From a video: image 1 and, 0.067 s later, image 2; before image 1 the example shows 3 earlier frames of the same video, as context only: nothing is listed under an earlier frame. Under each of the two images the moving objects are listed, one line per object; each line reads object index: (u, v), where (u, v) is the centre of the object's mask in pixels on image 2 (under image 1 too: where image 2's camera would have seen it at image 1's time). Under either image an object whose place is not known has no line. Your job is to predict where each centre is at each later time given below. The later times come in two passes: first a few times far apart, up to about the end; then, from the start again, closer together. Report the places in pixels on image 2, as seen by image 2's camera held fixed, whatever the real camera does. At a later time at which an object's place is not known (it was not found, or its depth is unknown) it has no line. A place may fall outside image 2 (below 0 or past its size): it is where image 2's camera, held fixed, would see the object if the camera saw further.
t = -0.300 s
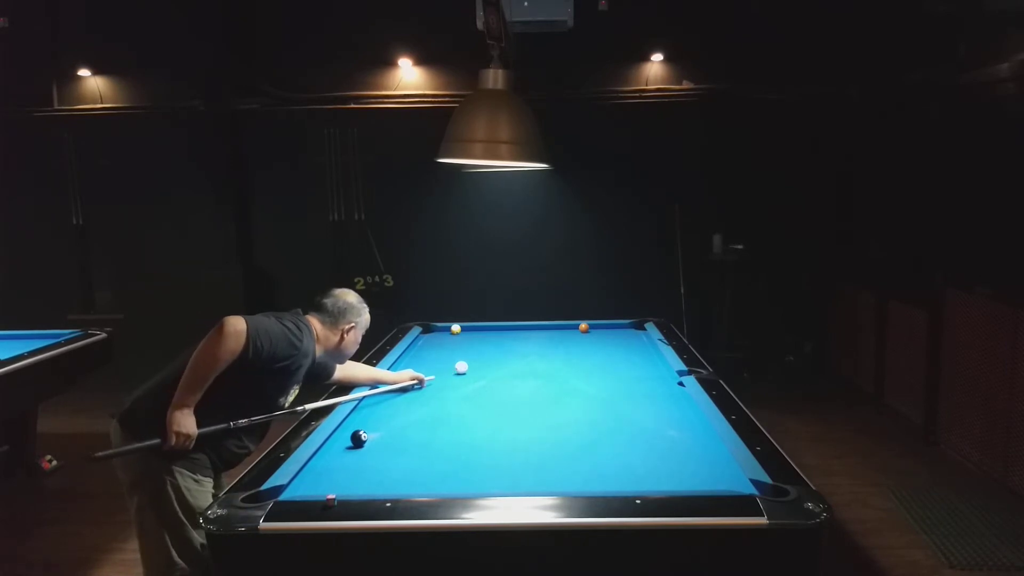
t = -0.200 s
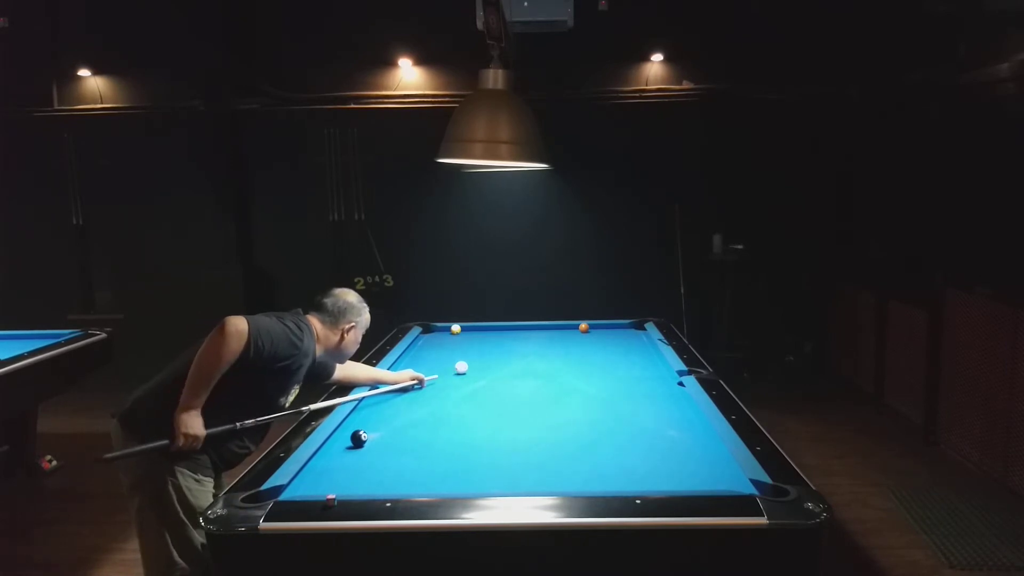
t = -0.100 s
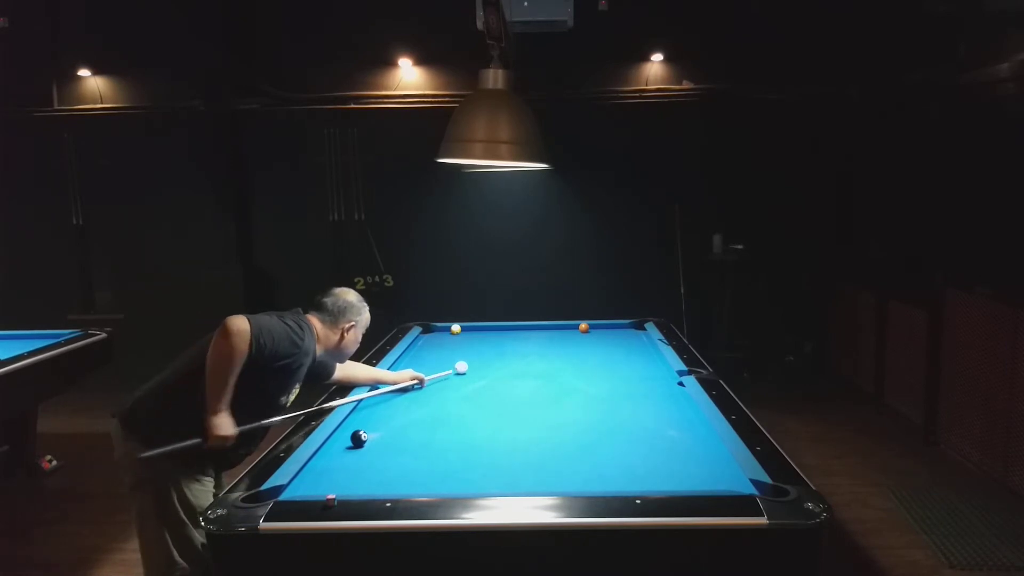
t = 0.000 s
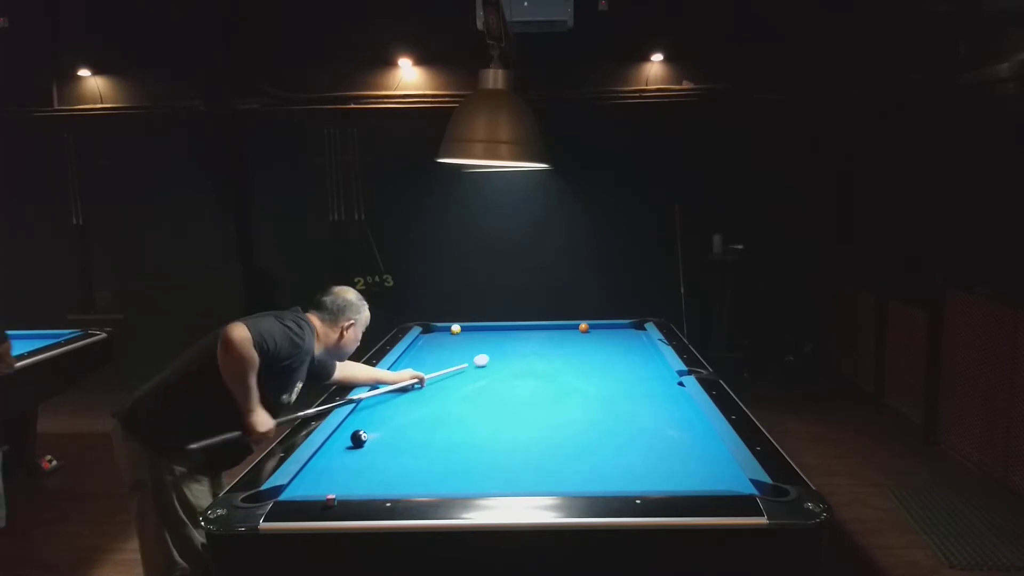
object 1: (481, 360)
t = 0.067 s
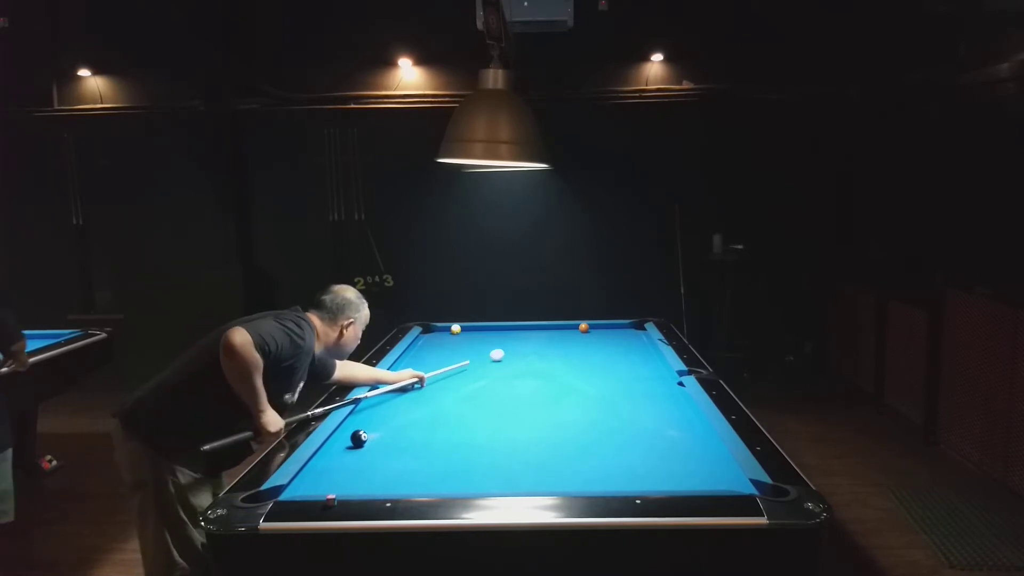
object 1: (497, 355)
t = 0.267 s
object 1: (531, 343)
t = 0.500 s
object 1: (563, 332)
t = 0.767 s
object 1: (569, 328)
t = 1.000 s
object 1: (561, 332)
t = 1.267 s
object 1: (552, 337)
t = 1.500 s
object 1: (544, 342)
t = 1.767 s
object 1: (535, 347)
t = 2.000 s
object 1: (527, 351)
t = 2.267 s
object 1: (518, 356)
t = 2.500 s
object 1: (510, 361)
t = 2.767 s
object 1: (501, 366)
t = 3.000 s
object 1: (493, 370)
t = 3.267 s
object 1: (485, 375)
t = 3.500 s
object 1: (478, 380)
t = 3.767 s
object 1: (470, 384)
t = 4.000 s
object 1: (464, 388)
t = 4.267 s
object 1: (456, 392)
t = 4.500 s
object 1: (451, 395)
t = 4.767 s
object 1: (445, 399)
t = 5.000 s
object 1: (440, 401)
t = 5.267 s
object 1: (435, 404)
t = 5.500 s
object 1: (432, 405)
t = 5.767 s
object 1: (428, 407)
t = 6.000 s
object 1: (426, 408)
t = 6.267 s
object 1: (426, 409)
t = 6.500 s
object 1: (426, 409)
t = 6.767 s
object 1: (426, 409)
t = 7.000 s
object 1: (426, 409)
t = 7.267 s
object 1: (426, 409)
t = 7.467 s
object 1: (427, 408)
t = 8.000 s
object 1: (426, 408)
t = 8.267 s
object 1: (426, 408)
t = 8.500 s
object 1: (426, 409)
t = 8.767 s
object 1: (426, 408)
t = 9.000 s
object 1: (426, 409)
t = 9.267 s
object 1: (426, 409)
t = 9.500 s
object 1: (426, 409)
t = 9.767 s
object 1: (426, 409)
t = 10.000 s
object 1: (426, 409)
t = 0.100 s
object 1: (504, 353)
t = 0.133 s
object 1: (510, 350)
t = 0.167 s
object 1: (516, 348)
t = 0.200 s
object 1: (521, 347)
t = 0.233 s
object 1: (526, 345)
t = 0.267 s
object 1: (531, 343)
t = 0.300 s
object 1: (536, 342)
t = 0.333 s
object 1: (541, 340)
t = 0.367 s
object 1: (545, 338)
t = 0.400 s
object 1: (550, 337)
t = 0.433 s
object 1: (554, 335)
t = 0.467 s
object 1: (559, 334)
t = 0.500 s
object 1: (563, 332)
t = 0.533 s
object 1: (567, 331)
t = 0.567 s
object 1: (571, 329)
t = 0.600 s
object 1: (574, 328)
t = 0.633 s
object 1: (573, 327)
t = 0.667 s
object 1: (572, 326)
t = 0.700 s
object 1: (571, 327)
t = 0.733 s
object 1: (570, 327)
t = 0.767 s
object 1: (569, 328)
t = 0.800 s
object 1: (568, 329)
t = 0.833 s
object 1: (566, 329)
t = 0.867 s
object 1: (565, 330)
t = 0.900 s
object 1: (564, 330)
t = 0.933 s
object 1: (563, 331)
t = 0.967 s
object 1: (562, 332)
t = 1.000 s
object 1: (561, 332)
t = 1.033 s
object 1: (560, 333)
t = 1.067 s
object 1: (559, 334)
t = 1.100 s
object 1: (558, 334)
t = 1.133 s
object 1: (556, 335)
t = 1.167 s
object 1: (555, 335)
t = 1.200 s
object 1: (554, 336)
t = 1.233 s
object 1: (553, 337)
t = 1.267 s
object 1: (552, 337)
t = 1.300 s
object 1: (551, 338)
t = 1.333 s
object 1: (550, 339)
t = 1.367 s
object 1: (549, 339)
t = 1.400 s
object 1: (548, 340)
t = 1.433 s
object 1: (546, 341)
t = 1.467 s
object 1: (545, 341)
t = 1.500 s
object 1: (544, 342)
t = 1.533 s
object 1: (543, 343)
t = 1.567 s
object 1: (542, 343)
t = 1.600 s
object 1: (541, 344)
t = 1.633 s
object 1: (540, 344)
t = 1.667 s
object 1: (538, 345)
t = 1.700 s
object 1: (537, 346)
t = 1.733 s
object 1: (536, 346)
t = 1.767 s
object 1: (535, 347)
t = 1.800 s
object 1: (534, 348)
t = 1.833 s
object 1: (533, 348)
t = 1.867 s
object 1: (531, 349)
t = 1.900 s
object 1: (530, 350)
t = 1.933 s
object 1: (529, 350)
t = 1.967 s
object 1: (528, 351)
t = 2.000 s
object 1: (527, 351)
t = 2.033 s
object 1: (526, 352)
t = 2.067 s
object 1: (525, 353)
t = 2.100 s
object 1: (523, 353)
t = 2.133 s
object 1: (522, 354)
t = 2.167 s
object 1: (521, 355)
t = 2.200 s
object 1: (520, 355)
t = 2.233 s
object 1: (519, 356)
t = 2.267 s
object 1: (518, 356)
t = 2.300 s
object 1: (517, 357)
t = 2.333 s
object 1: (515, 358)
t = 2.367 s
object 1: (514, 358)
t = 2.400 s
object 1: (513, 359)
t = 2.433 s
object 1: (512, 360)
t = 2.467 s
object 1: (511, 360)
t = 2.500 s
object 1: (510, 361)
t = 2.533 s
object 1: (509, 362)
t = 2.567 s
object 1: (508, 362)
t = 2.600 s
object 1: (507, 363)
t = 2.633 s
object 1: (505, 364)
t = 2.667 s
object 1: (504, 364)
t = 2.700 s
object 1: (503, 365)
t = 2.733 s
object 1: (502, 365)
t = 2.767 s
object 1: (501, 366)
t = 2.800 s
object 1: (500, 367)
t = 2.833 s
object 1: (499, 367)
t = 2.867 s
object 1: (498, 368)
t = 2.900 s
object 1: (497, 369)
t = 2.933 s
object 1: (496, 369)
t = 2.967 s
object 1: (495, 370)
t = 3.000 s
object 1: (493, 370)
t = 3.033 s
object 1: (492, 371)
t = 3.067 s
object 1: (491, 372)
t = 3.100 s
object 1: (490, 372)
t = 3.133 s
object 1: (489, 373)
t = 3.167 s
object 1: (488, 374)
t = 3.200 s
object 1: (487, 374)
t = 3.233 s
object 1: (486, 375)
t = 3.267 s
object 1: (485, 375)
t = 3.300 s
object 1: (484, 376)
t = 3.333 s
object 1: (483, 377)
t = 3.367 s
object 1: (482, 377)
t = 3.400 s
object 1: (481, 378)
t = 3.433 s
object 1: (480, 378)
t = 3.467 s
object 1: (479, 379)
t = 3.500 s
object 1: (478, 380)
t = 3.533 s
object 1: (477, 380)
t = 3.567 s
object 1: (476, 381)
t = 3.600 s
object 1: (475, 381)
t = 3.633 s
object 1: (474, 382)
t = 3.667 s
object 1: (473, 383)
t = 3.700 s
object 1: (472, 383)
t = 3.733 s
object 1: (471, 384)
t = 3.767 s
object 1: (470, 384)
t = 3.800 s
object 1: (469, 385)
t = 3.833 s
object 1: (468, 385)
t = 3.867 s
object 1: (467, 386)
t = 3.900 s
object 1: (466, 386)
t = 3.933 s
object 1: (465, 387)
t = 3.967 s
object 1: (464, 387)
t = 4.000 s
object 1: (464, 388)
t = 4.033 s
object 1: (463, 388)
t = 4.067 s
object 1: (462, 389)
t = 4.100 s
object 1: (461, 390)
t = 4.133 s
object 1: (460, 390)
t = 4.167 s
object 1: (459, 391)
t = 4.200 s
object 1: (458, 391)
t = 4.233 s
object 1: (457, 391)
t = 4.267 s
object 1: (456, 392)
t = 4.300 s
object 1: (455, 393)
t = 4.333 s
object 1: (455, 393)
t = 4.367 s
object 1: (454, 393)
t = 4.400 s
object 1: (453, 394)
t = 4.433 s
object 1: (452, 394)
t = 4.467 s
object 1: (451, 395)
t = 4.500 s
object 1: (451, 395)
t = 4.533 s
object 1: (450, 396)
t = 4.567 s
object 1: (449, 396)
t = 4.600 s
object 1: (448, 397)
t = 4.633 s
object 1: (448, 397)
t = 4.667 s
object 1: (447, 397)
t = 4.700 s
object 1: (446, 398)
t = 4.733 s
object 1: (445, 398)
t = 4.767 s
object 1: (445, 399)
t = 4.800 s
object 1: (444, 399)
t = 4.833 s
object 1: (443, 400)
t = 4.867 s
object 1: (442, 400)
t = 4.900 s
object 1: (442, 400)
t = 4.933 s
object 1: (441, 401)
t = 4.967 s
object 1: (440, 401)
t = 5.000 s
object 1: (440, 401)
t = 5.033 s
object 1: (439, 402)
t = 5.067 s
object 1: (439, 402)
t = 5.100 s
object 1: (438, 402)
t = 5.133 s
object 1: (437, 403)
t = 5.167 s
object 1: (437, 403)
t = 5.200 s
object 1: (436, 403)
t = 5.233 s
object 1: (436, 404)
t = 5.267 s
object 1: (435, 404)
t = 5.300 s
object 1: (435, 404)
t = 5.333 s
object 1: (434, 404)
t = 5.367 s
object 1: (433, 405)
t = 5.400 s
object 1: (433, 405)
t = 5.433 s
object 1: (432, 405)
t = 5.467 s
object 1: (432, 406)
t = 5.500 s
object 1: (432, 405)
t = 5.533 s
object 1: (431, 406)
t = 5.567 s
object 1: (431, 406)
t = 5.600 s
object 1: (430, 406)
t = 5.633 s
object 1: (430, 407)
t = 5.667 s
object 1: (430, 407)
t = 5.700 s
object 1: (429, 407)
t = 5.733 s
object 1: (429, 407)
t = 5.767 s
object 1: (428, 407)
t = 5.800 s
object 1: (428, 407)
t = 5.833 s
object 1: (428, 408)
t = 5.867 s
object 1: (427, 408)
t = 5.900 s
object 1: (427, 408)
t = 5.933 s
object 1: (427, 408)
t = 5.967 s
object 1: (427, 408)
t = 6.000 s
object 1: (426, 408)
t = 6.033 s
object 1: (426, 408)
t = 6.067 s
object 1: (426, 409)
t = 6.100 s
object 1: (426, 409)
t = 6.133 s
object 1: (426, 409)
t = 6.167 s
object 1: (426, 409)
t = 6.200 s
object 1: (426, 409)
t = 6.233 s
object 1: (426, 409)
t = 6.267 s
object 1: (426, 409)
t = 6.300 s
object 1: (426, 409)
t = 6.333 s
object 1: (426, 409)
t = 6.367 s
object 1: (426, 409)
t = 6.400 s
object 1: (426, 409)
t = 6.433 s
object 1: (426, 409)
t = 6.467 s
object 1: (426, 409)
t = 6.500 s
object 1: (426, 409)
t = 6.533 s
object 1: (426, 409)
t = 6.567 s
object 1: (426, 409)
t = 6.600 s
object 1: (426, 409)
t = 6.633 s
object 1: (426, 409)
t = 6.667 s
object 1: (426, 409)
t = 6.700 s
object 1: (426, 409)
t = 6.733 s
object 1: (426, 409)
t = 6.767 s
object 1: (426, 409)
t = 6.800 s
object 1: (426, 409)
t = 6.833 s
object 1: (426, 409)
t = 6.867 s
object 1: (426, 409)
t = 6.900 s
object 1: (426, 409)
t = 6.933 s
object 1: (426, 409)
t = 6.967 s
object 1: (426, 409)
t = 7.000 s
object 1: (426, 409)
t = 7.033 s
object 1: (426, 409)
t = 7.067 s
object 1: (426, 409)
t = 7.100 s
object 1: (426, 409)
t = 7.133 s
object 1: (426, 409)
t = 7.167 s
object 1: (426, 409)
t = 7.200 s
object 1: (426, 409)
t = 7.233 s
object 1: (426, 409)
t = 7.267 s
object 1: (426, 409)
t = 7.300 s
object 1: (426, 409)
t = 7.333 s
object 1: (426, 409)
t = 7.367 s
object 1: (426, 409)
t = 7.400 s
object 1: (426, 409)
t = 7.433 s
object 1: (426, 408)
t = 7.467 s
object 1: (427, 408)
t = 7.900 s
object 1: (425, 408)
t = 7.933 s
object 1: (426, 408)
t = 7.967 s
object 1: (426, 409)
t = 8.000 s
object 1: (426, 408)
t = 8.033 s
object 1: (426, 409)
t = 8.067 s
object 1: (426, 409)
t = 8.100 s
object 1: (426, 408)
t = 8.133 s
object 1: (426, 409)
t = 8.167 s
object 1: (426, 409)
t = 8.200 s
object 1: (426, 408)
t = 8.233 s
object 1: (426, 409)
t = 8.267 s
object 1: (426, 408)
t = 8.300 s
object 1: (426, 409)
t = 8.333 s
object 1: (426, 409)
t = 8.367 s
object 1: (426, 409)
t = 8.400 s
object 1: (426, 408)
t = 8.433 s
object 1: (426, 409)
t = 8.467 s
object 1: (426, 409)
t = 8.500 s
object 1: (426, 409)
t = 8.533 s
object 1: (426, 408)
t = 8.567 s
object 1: (426, 409)
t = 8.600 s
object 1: (426, 408)
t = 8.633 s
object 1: (426, 409)
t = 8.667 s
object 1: (426, 408)
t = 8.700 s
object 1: (426, 409)
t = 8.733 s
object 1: (426, 409)
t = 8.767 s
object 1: (426, 408)
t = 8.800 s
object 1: (426, 409)
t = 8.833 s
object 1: (426, 409)
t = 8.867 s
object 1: (426, 409)
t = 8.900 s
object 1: (426, 409)
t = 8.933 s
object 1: (426, 409)
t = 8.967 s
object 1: (426, 408)
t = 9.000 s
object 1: (426, 409)
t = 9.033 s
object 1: (426, 408)
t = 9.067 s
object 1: (426, 409)
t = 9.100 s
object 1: (426, 409)
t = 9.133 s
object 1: (426, 409)
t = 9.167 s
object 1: (426, 408)
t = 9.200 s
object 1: (426, 409)
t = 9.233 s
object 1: (426, 409)
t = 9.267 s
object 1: (426, 409)
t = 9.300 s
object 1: (426, 409)
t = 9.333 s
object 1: (426, 409)
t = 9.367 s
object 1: (426, 409)
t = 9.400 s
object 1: (426, 409)
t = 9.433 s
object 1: (426, 409)
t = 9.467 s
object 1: (426, 409)
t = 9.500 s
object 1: (426, 409)
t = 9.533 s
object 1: (426, 409)
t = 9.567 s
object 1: (426, 409)
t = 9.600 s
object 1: (426, 409)
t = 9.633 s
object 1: (426, 409)
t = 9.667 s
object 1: (426, 409)
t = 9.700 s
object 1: (426, 409)
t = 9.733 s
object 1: (426, 409)
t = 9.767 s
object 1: (426, 409)
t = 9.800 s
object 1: (426, 409)
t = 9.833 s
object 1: (426, 408)
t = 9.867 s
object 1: (426, 409)
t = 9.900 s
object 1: (426, 409)
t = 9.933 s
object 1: (426, 409)
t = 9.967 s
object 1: (426, 409)
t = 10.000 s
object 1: (426, 409)
